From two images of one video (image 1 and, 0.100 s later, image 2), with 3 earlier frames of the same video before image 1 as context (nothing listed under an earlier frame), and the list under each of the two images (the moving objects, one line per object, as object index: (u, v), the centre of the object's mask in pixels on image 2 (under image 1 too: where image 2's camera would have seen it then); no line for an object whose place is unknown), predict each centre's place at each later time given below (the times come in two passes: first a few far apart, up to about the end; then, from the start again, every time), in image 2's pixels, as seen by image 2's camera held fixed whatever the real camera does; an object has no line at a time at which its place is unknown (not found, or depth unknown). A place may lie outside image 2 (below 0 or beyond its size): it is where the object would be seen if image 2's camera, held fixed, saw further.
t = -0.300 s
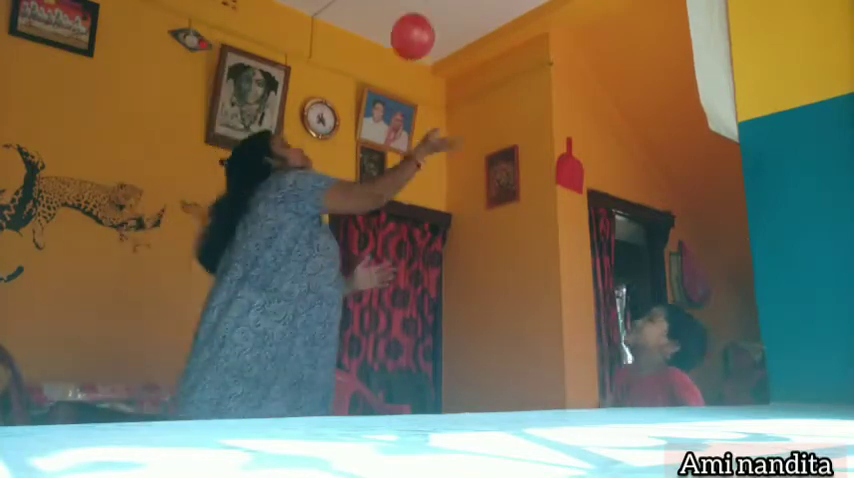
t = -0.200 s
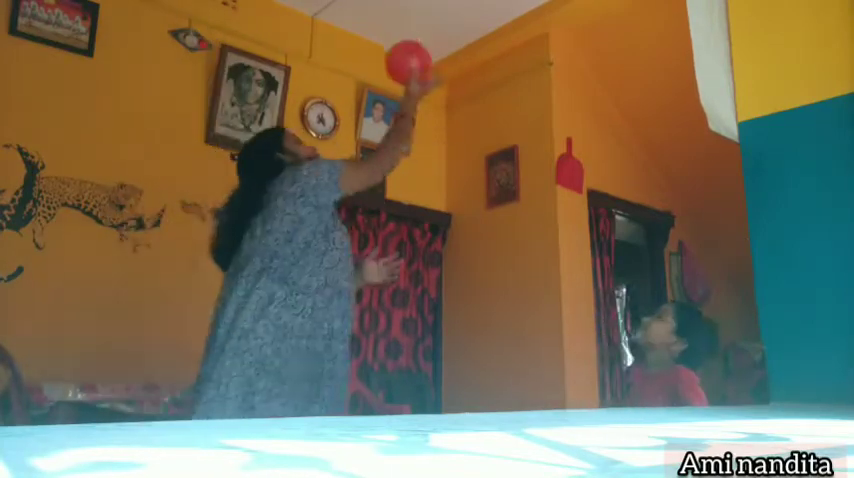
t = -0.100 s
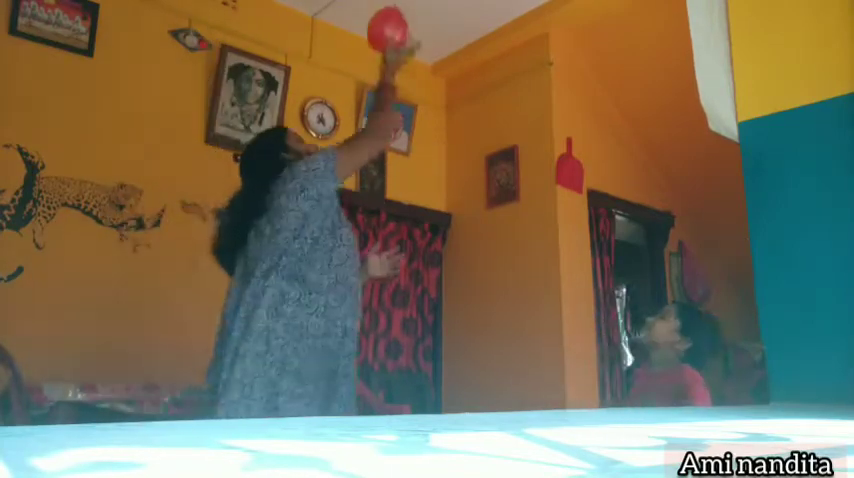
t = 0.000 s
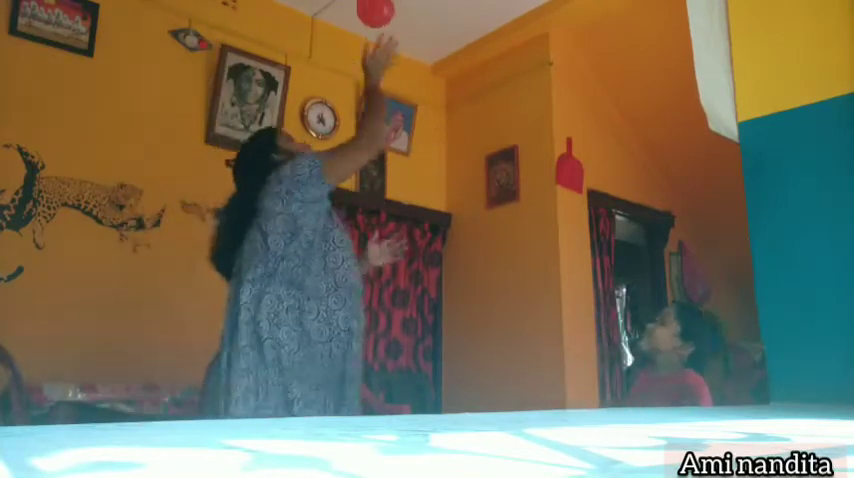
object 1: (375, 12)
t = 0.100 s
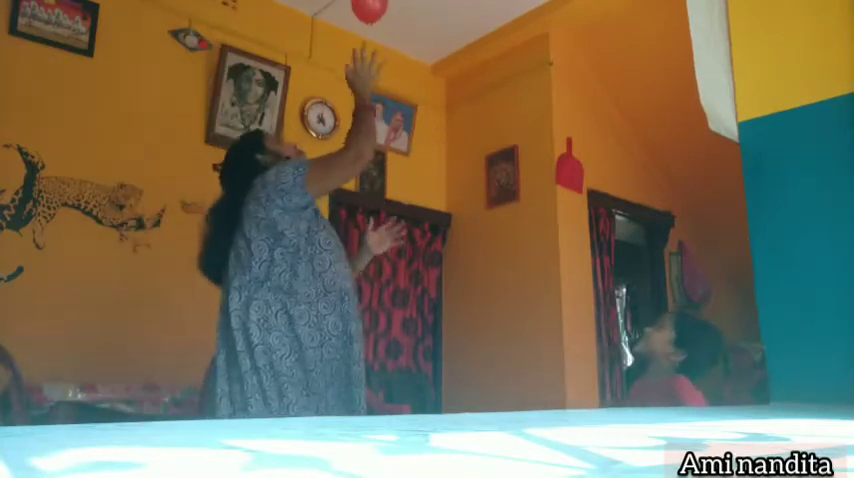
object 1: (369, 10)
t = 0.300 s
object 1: (370, 20)
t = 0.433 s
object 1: (374, 38)
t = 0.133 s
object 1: (368, 11)
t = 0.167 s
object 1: (368, 12)
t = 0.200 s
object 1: (368, 13)
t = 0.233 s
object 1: (368, 14)
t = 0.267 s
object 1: (369, 16)
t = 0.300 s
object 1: (370, 20)
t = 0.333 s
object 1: (371, 24)
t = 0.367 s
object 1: (372, 29)
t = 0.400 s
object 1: (373, 33)
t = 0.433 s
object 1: (374, 38)
